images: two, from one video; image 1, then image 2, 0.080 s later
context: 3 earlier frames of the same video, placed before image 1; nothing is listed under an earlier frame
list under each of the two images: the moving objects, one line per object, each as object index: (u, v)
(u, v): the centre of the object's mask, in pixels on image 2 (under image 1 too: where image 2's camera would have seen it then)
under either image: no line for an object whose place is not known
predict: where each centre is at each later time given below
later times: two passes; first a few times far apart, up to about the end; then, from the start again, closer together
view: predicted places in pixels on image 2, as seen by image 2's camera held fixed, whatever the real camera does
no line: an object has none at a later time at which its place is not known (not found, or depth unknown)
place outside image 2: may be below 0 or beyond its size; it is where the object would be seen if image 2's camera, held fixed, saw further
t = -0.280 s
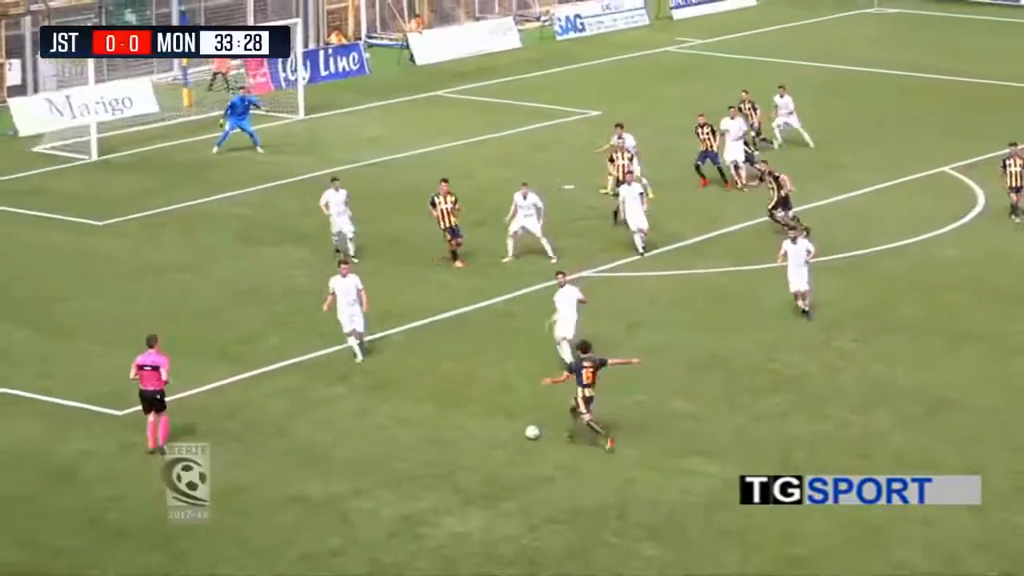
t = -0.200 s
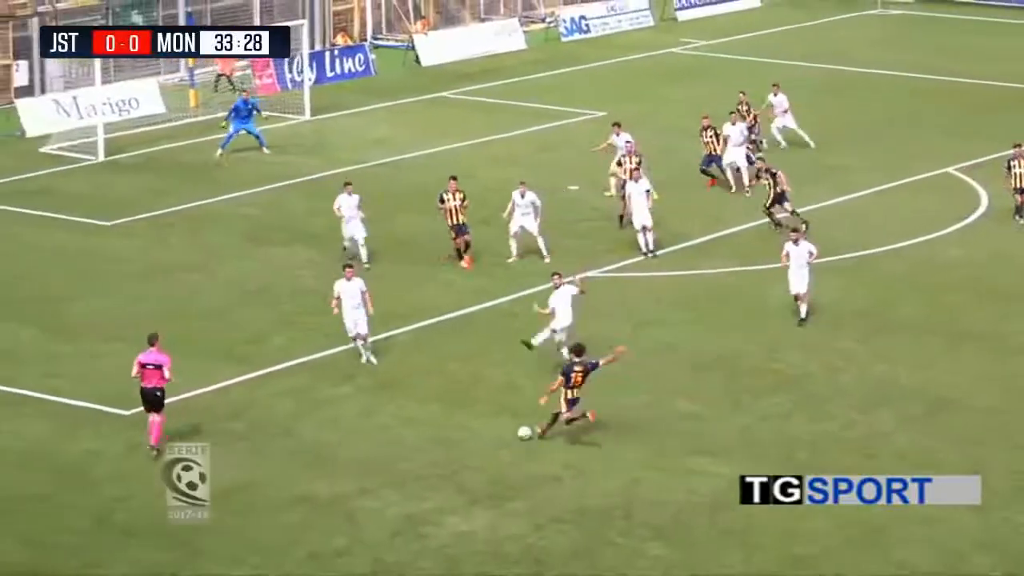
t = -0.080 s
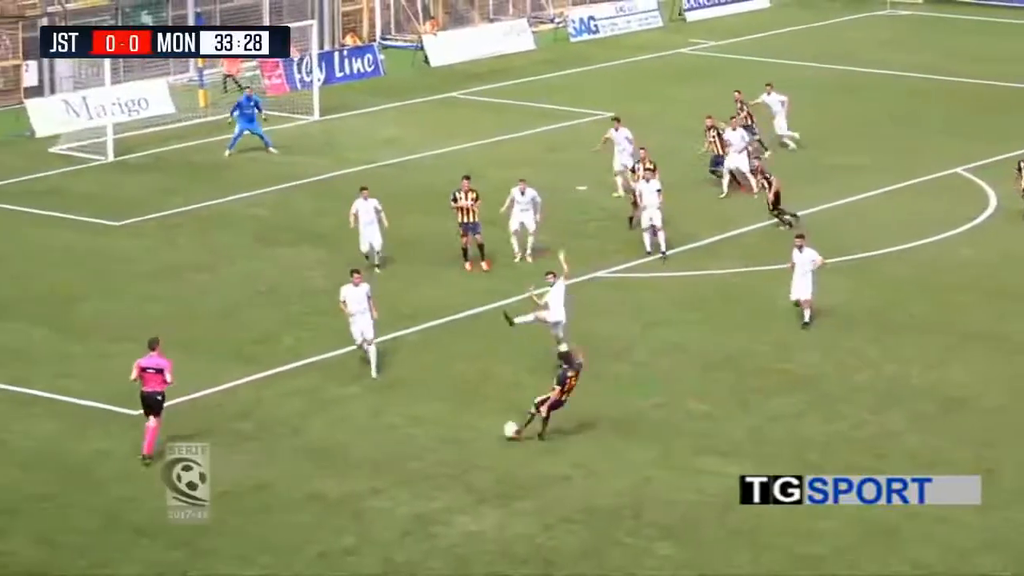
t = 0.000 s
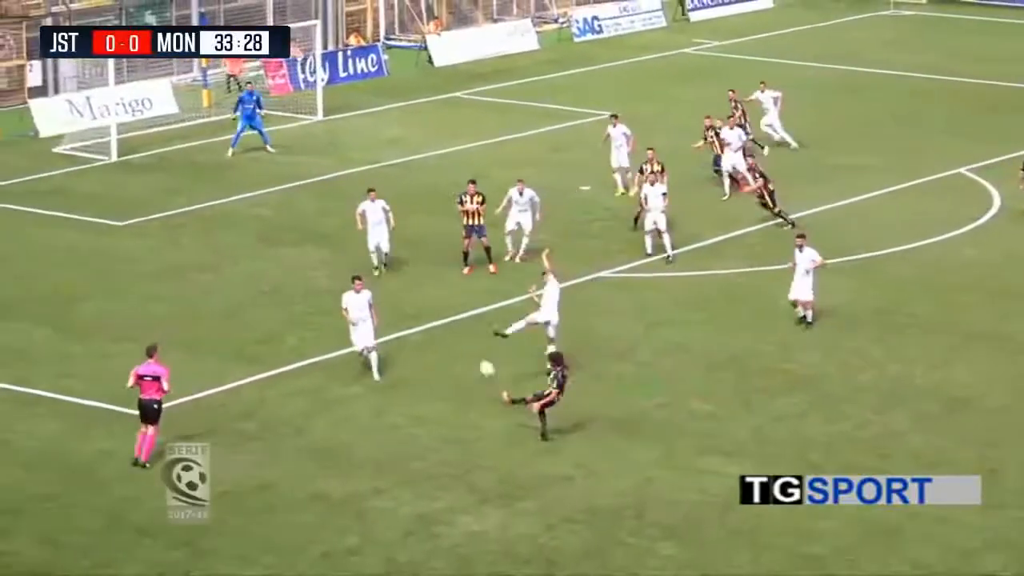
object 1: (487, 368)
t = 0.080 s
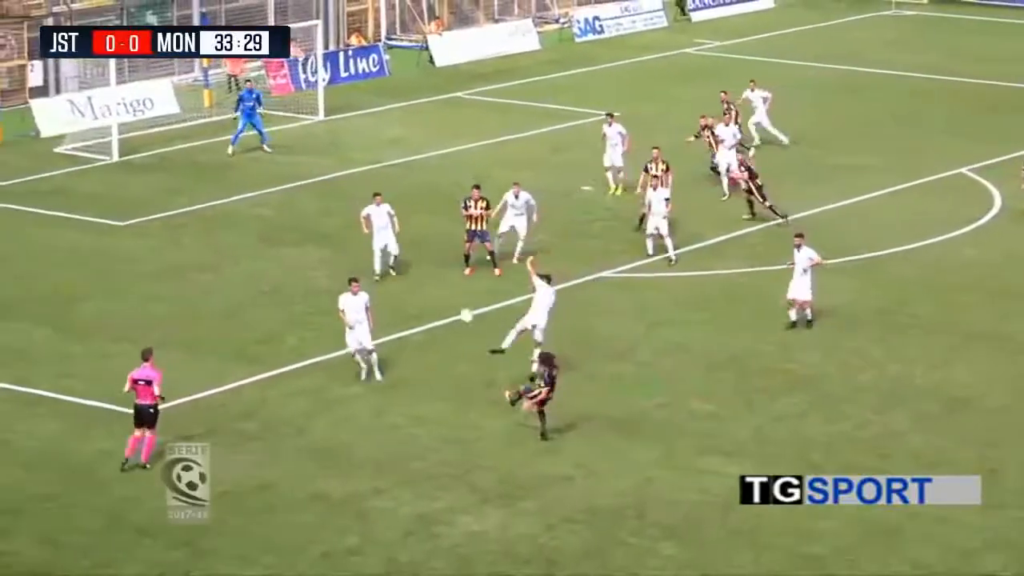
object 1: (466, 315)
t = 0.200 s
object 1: (443, 249)
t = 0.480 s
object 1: (423, 144)
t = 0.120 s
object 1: (457, 291)
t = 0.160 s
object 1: (450, 269)
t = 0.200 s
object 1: (443, 249)
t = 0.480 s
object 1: (423, 144)
